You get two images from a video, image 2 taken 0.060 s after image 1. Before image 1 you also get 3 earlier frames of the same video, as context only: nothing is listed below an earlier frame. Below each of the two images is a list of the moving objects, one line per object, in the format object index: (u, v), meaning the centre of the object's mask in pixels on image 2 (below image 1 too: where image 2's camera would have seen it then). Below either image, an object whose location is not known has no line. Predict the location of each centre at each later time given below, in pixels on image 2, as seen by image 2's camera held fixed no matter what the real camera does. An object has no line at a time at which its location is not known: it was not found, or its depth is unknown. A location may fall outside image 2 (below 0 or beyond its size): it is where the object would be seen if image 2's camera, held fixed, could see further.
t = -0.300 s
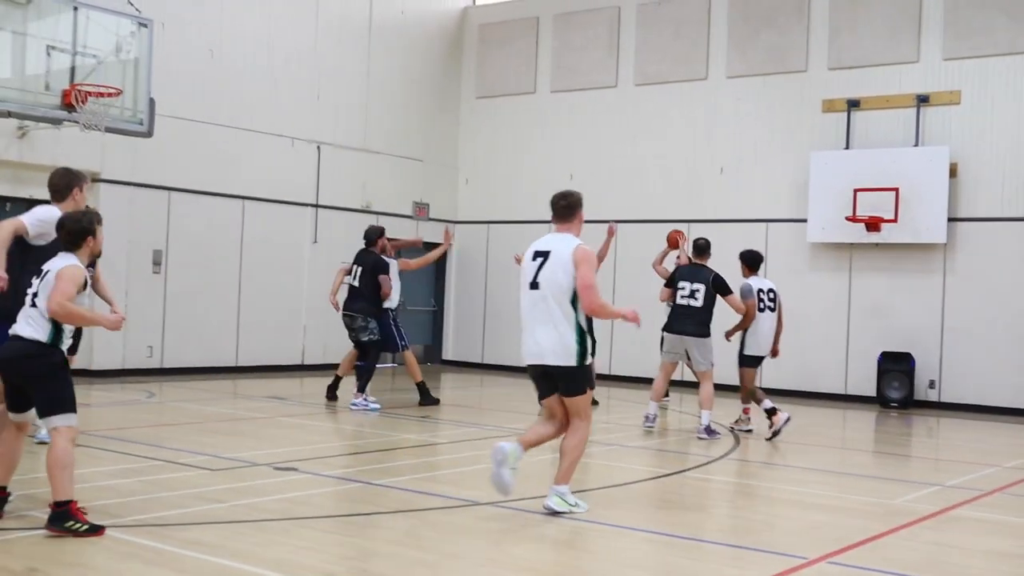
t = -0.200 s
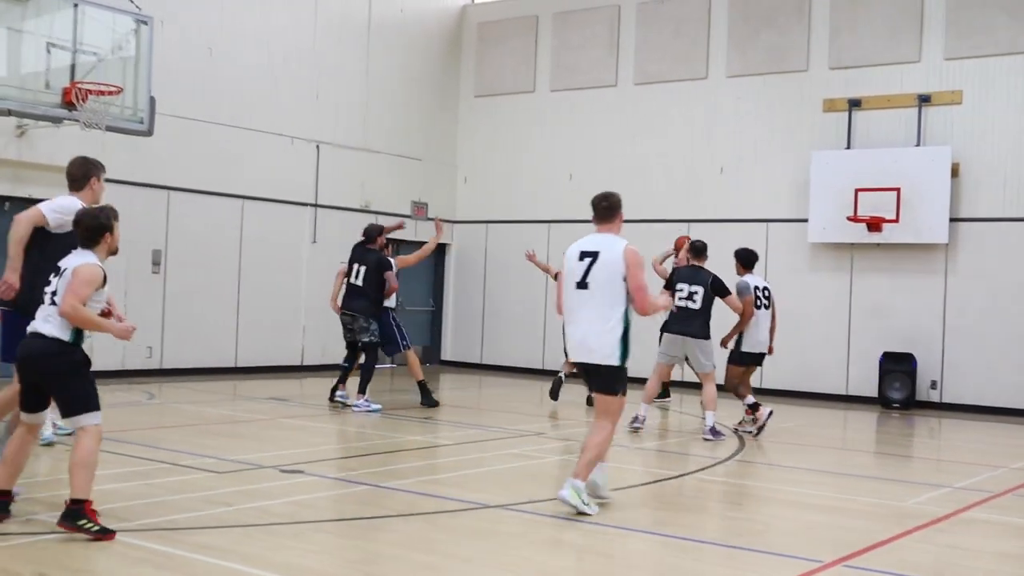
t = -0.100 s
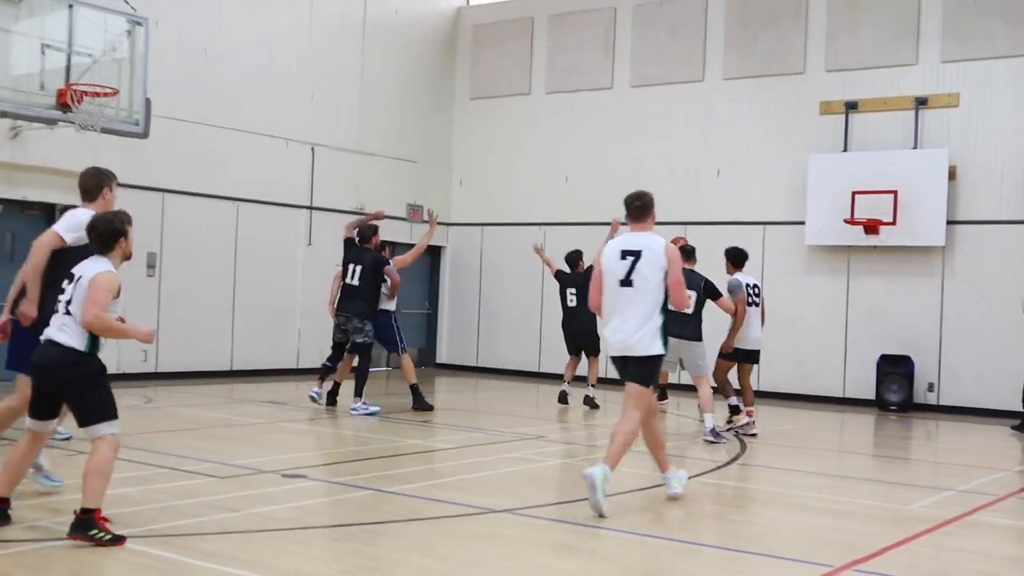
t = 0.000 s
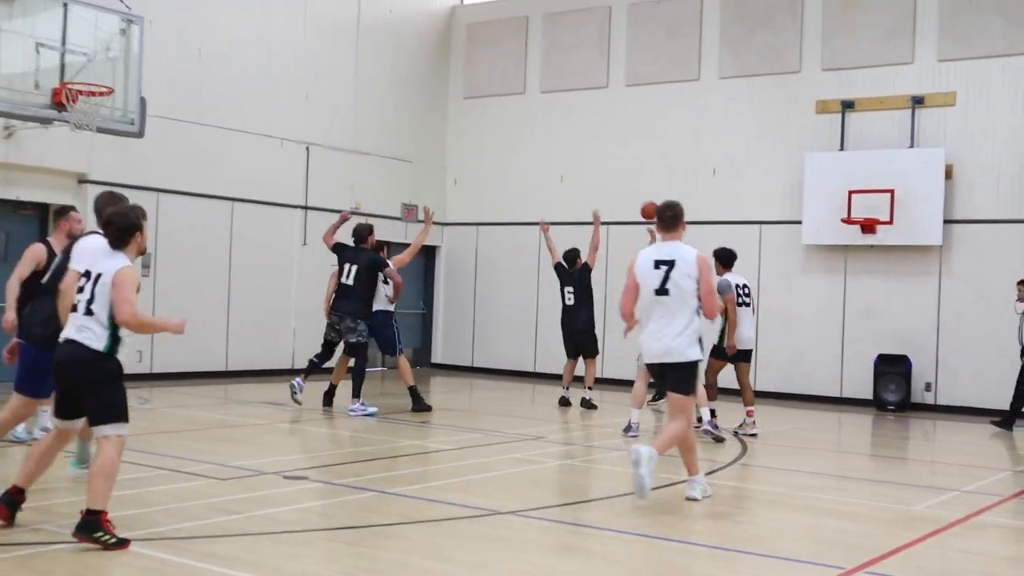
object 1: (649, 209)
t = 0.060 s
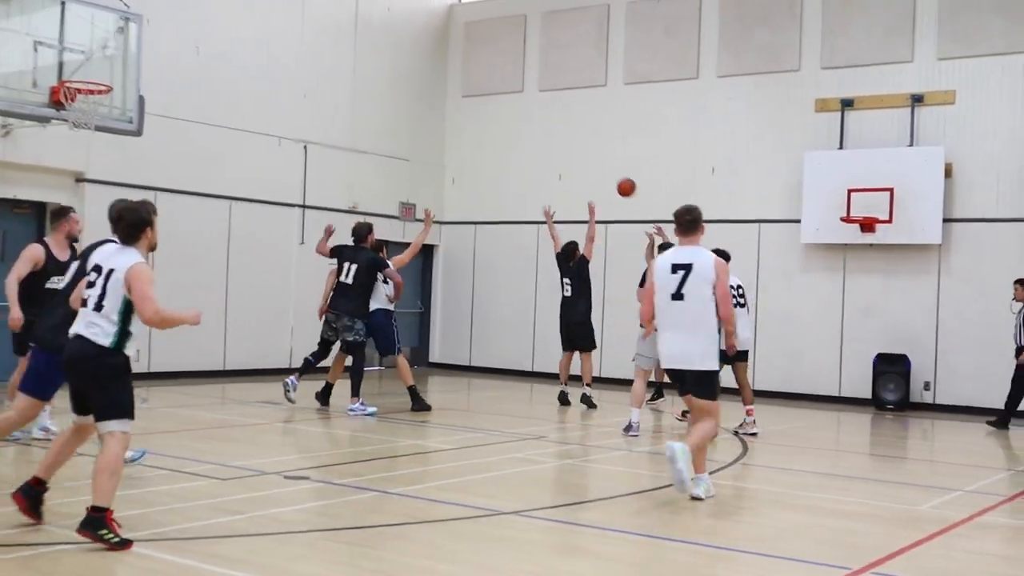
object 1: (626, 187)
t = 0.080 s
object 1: (618, 180)
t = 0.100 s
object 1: (610, 174)
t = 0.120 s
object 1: (603, 167)
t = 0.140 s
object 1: (595, 161)
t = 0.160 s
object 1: (587, 156)
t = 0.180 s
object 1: (579, 150)
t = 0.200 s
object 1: (571, 146)
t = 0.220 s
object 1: (564, 141)
